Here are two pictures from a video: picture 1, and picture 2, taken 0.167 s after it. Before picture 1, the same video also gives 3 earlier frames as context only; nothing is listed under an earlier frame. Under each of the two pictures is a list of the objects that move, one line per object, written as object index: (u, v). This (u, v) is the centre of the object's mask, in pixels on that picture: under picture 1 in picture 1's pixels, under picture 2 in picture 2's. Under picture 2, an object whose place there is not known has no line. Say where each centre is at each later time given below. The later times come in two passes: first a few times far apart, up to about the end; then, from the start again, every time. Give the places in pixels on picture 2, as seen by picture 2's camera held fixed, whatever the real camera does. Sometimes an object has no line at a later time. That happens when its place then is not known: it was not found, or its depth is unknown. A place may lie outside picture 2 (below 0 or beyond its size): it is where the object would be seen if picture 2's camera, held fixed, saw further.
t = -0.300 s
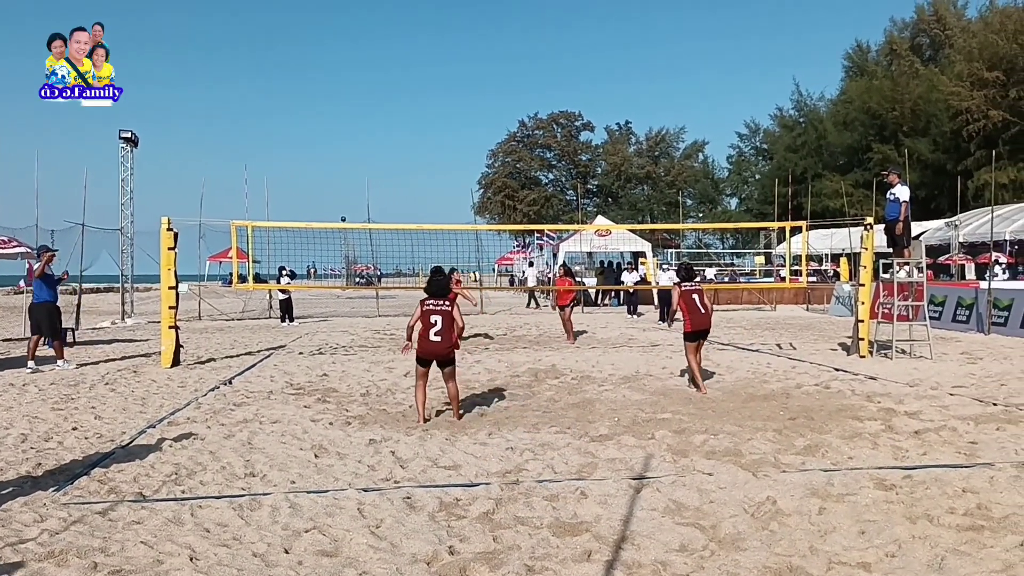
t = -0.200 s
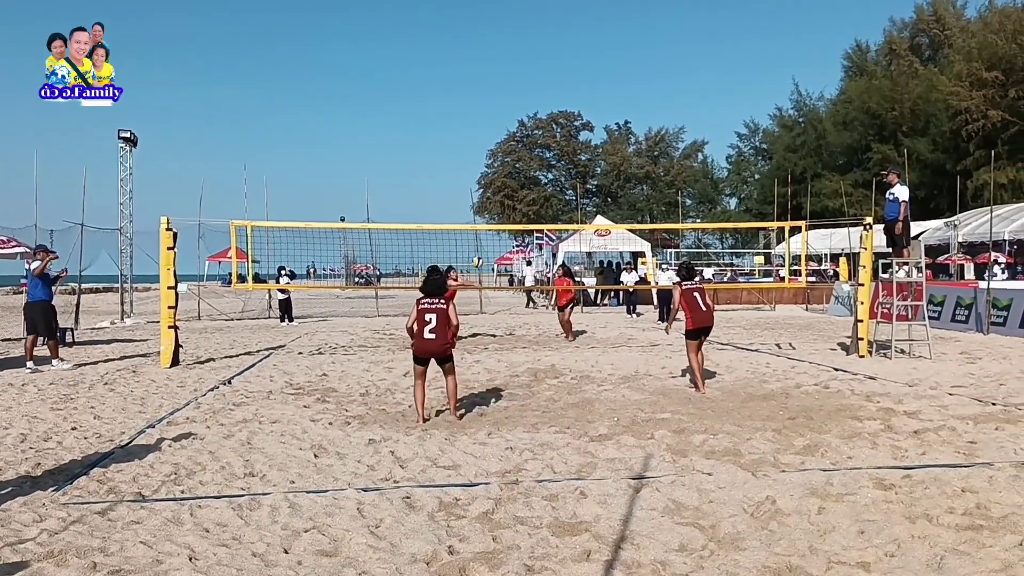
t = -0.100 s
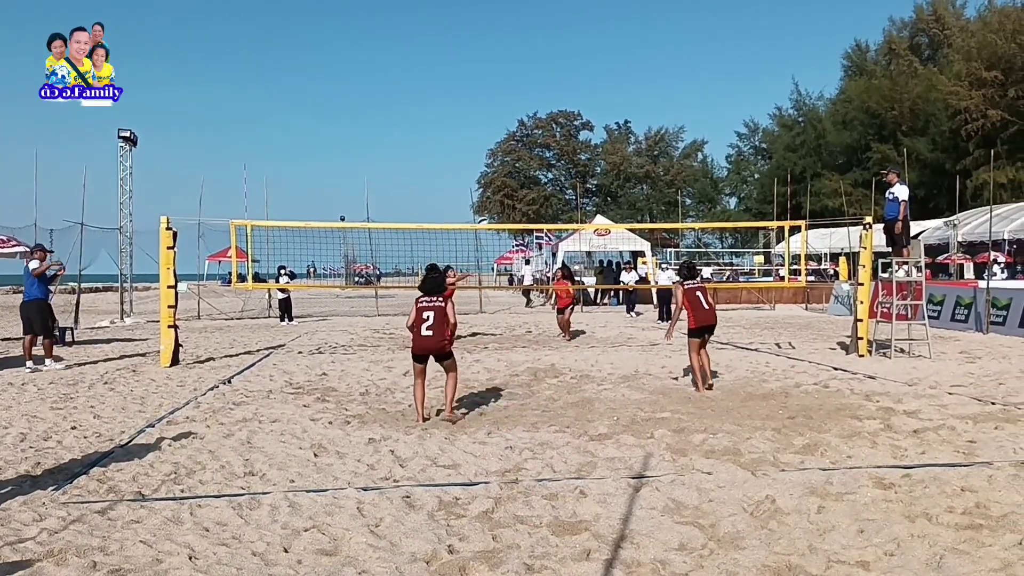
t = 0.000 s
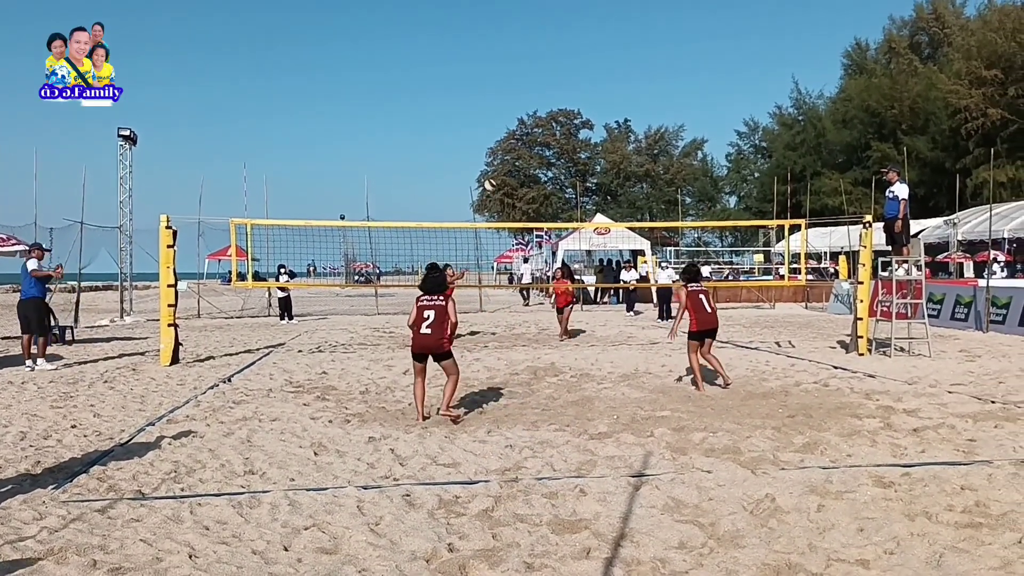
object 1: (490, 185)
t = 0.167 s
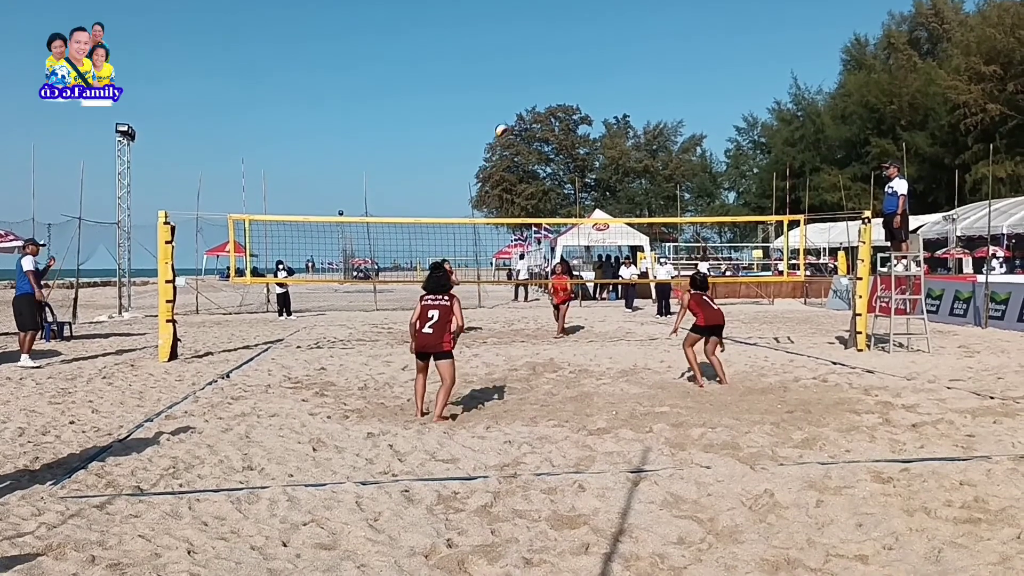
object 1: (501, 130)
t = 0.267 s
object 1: (509, 106)
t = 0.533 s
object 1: (536, 64)
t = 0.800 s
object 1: (570, 67)
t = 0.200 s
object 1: (503, 122)
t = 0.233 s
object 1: (506, 114)
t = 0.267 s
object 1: (509, 106)
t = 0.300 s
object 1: (512, 99)
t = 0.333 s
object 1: (515, 92)
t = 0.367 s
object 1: (518, 86)
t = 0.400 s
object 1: (521, 80)
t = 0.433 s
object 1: (525, 75)
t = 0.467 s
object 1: (529, 71)
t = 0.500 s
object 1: (532, 67)
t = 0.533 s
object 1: (536, 64)
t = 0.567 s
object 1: (540, 62)
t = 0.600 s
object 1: (544, 60)
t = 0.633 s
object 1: (548, 59)
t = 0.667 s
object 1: (552, 59)
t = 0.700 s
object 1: (556, 60)
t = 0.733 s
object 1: (561, 61)
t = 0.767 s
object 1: (565, 64)
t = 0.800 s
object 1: (570, 67)
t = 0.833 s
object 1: (575, 72)
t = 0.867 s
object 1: (580, 77)
